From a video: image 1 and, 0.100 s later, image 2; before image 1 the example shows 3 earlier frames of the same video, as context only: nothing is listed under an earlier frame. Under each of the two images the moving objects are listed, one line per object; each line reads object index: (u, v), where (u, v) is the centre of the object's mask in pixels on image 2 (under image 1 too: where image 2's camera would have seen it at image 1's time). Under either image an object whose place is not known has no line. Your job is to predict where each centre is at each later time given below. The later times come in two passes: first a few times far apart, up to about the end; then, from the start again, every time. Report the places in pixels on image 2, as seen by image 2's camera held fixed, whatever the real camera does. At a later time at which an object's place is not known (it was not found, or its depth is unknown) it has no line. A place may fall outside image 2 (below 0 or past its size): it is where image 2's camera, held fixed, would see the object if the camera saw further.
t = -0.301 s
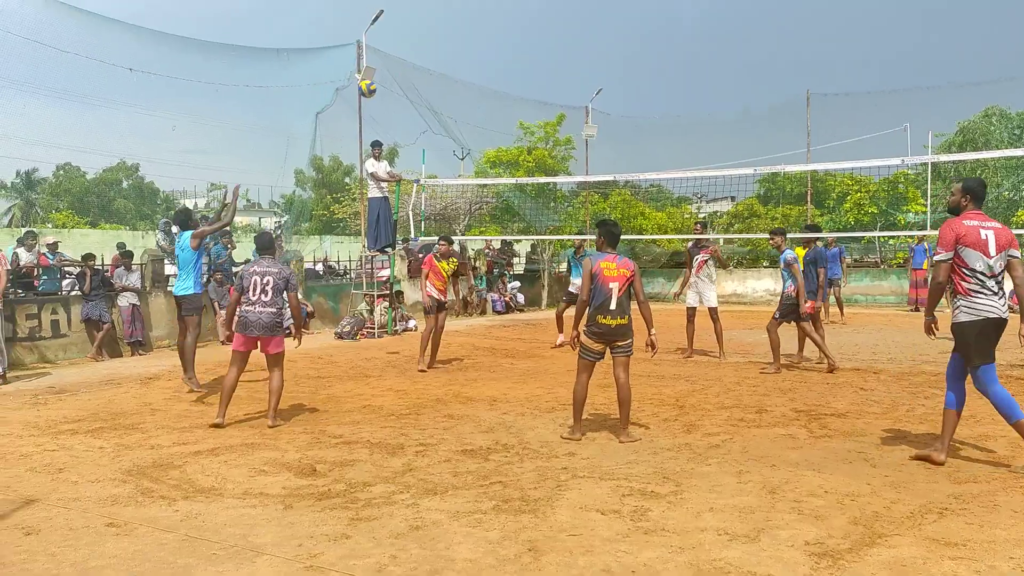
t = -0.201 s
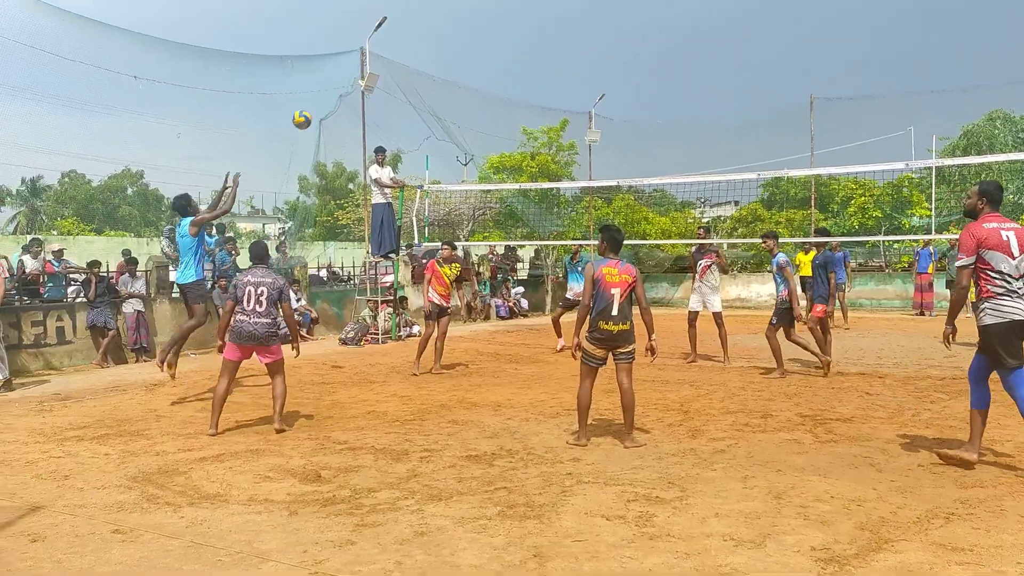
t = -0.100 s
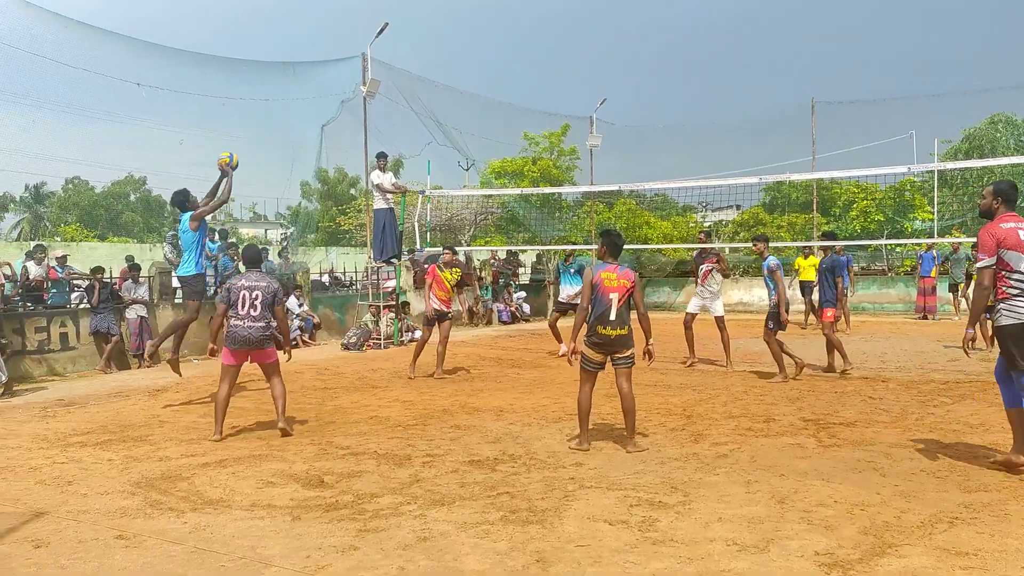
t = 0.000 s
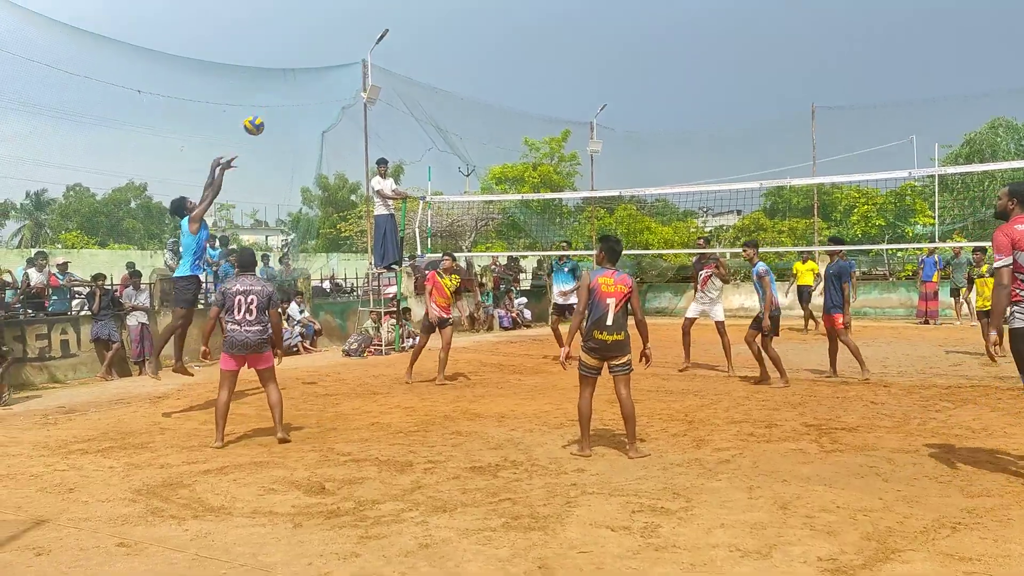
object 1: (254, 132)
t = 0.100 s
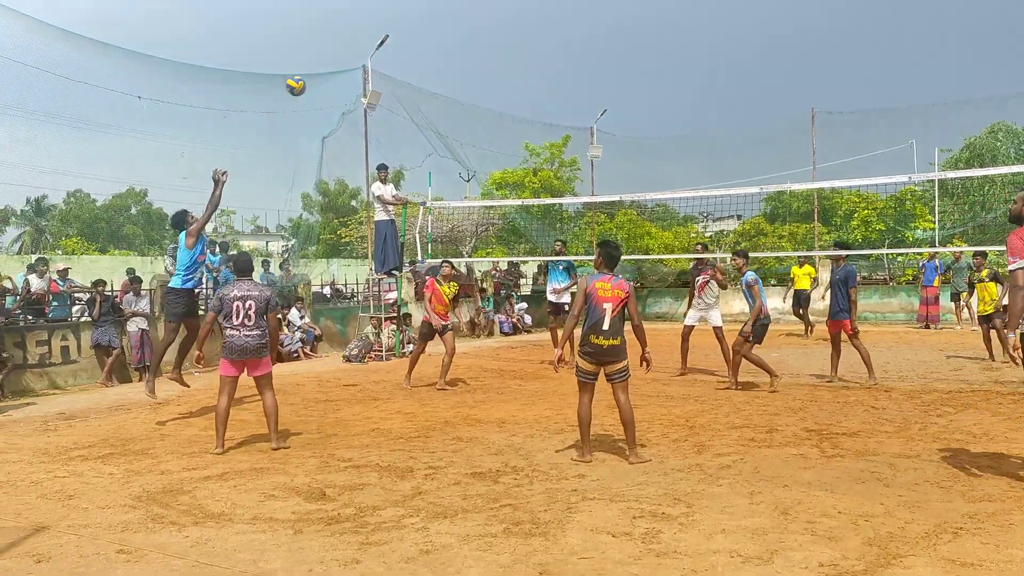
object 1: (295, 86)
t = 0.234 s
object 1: (350, 43)
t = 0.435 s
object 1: (428, 9)
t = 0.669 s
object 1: (514, 14)
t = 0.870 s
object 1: (587, 57)
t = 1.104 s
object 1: (669, 144)
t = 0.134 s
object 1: (309, 74)
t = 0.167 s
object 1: (323, 63)
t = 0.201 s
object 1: (336, 52)
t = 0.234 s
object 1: (350, 43)
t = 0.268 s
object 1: (363, 34)
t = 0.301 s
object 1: (376, 27)
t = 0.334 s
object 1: (390, 21)
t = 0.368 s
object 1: (402, 16)
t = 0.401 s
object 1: (415, 12)
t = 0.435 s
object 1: (428, 9)
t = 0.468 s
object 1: (440, 7)
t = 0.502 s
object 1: (452, 6)
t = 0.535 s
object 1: (465, 5)
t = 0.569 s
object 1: (477, 6)
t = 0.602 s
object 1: (489, 8)
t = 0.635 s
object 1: (502, 11)
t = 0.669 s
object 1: (514, 14)
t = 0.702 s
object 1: (527, 19)
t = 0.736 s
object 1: (539, 25)
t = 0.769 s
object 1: (551, 32)
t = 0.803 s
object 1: (563, 39)
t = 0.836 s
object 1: (575, 47)
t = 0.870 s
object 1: (587, 57)
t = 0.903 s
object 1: (599, 67)
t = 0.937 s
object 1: (611, 77)
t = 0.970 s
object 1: (623, 89)
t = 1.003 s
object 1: (634, 102)
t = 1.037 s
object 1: (646, 115)
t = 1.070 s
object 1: (657, 129)
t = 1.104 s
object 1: (669, 144)
